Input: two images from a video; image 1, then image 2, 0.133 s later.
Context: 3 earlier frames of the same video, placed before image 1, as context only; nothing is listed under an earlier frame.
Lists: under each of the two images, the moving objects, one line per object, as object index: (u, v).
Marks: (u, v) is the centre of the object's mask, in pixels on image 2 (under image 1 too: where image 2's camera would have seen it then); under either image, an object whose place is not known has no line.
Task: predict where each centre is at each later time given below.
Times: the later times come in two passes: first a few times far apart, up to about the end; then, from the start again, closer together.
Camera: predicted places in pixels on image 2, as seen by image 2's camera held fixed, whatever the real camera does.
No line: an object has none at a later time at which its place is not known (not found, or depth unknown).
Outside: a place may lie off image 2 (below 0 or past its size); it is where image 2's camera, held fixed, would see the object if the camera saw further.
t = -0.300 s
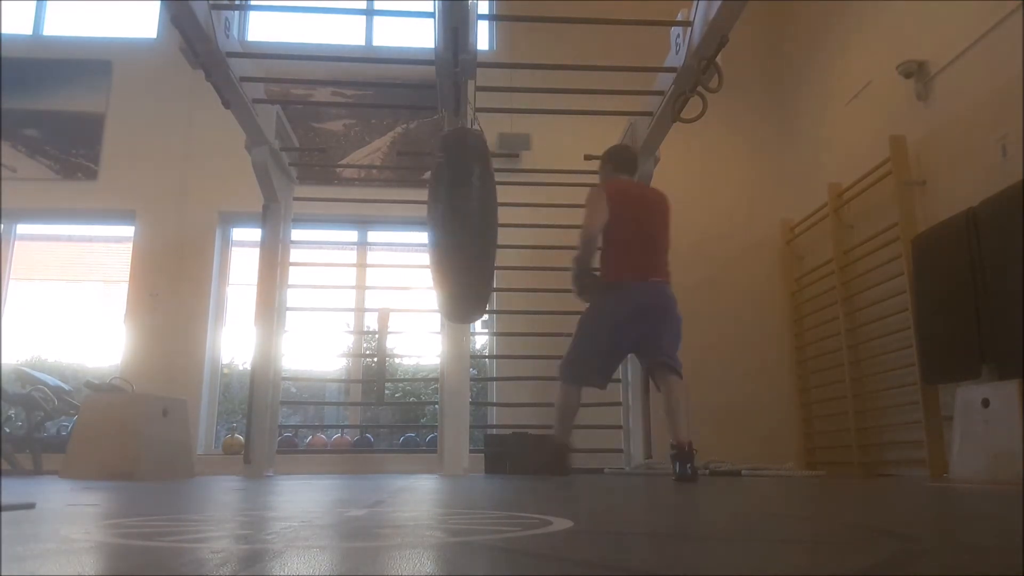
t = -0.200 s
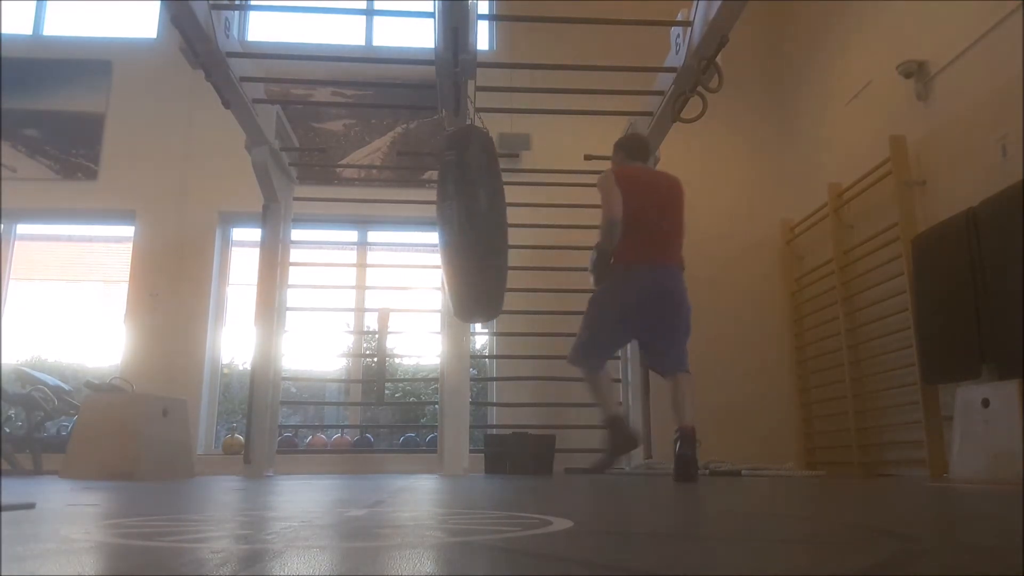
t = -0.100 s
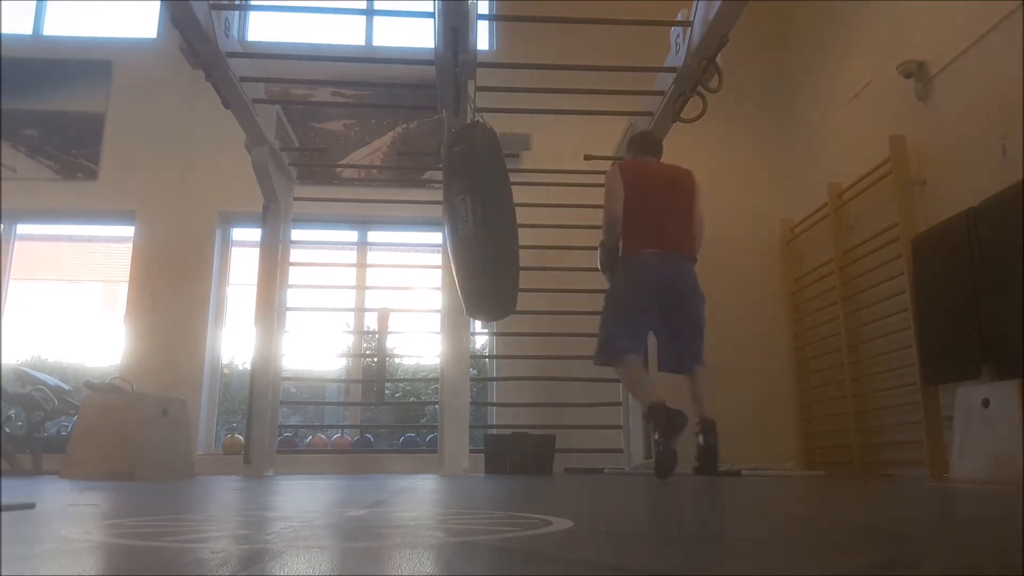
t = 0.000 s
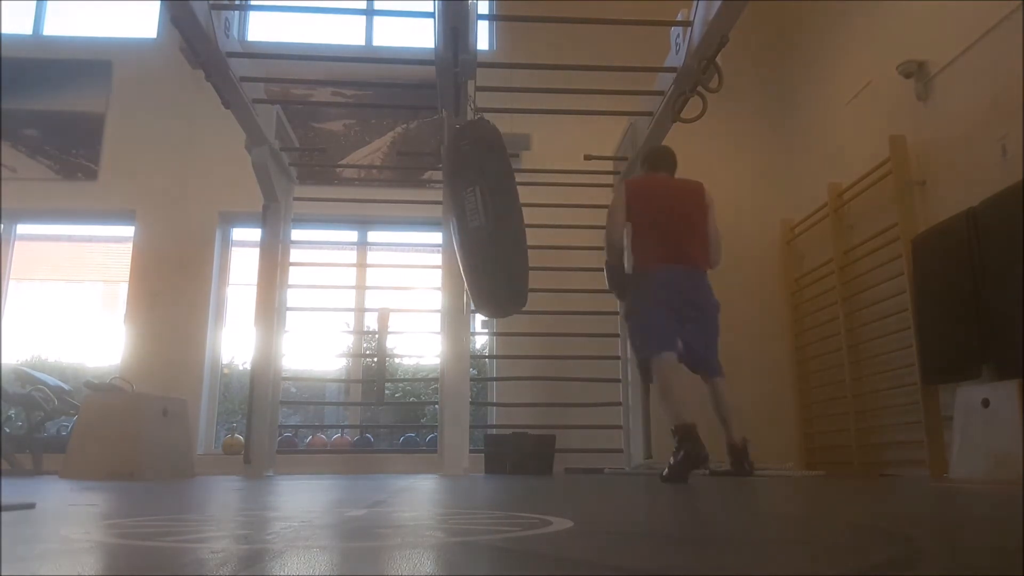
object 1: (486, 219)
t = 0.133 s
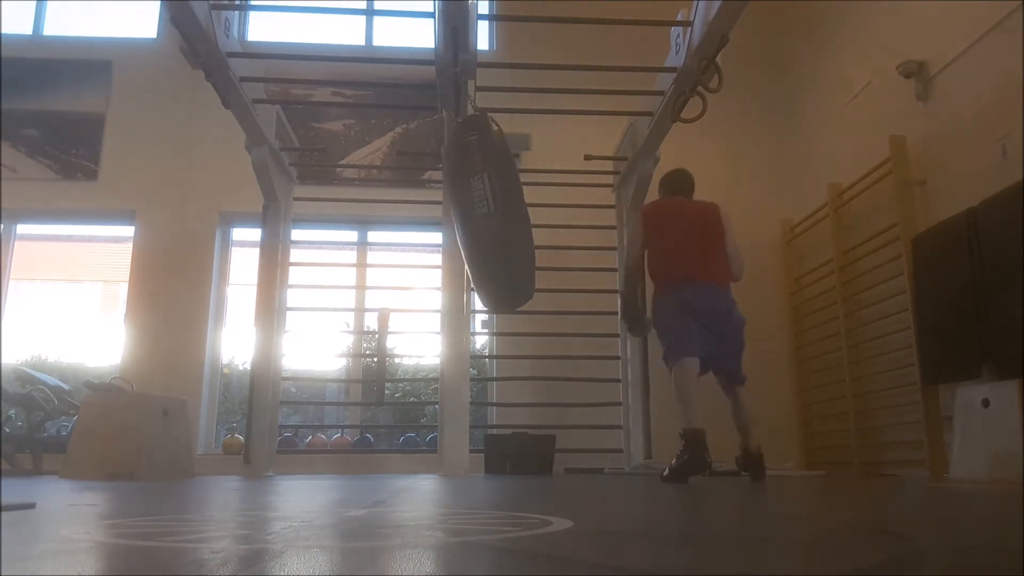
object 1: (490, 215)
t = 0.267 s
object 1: (488, 208)
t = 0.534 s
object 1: (467, 201)
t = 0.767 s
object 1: (441, 203)
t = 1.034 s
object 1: (423, 214)
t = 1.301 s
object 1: (426, 220)
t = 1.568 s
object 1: (445, 225)
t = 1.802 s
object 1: (467, 225)
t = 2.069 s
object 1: (483, 220)
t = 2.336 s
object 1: (483, 211)
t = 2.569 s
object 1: (466, 202)
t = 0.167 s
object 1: (490, 212)
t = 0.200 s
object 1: (490, 211)
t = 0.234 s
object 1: (489, 210)
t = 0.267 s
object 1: (488, 208)
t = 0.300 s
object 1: (488, 209)
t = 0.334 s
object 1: (486, 207)
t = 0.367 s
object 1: (483, 206)
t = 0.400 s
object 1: (480, 204)
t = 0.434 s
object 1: (477, 203)
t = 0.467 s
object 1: (474, 202)
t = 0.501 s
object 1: (471, 201)
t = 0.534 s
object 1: (467, 201)
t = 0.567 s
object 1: (464, 200)
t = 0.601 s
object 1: (460, 201)
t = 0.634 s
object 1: (456, 200)
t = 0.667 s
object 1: (452, 201)
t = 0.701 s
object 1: (448, 201)
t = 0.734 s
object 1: (445, 202)
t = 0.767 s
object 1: (441, 203)
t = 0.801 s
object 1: (438, 204)
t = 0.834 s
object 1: (435, 205)
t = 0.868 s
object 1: (432, 207)
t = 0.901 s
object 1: (429, 208)
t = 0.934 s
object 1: (427, 209)
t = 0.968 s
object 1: (425, 210)
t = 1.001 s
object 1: (424, 211)
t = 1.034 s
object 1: (423, 214)
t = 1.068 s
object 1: (422, 214)
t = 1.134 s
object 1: (422, 217)
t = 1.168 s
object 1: (422, 217)
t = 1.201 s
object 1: (422, 218)
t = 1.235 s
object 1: (423, 219)
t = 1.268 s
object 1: (424, 220)
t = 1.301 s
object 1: (426, 220)
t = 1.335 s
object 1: (428, 223)
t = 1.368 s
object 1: (430, 223)
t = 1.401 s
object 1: (432, 224)
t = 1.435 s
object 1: (434, 224)
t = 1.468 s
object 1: (437, 225)
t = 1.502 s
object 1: (439, 225)
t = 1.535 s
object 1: (442, 225)
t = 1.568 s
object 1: (445, 225)
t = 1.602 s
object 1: (448, 225)
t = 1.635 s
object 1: (452, 225)
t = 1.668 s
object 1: (455, 225)
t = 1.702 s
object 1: (458, 225)
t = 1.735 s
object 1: (461, 225)
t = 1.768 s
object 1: (464, 225)
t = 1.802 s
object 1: (467, 225)
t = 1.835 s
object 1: (469, 224)
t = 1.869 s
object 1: (472, 224)
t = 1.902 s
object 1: (474, 224)
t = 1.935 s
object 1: (477, 223)
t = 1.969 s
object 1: (479, 223)
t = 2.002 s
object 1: (481, 222)
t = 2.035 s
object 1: (482, 221)
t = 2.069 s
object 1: (483, 220)
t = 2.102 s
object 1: (484, 219)
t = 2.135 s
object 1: (485, 218)
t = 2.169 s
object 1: (486, 217)
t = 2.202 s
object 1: (486, 216)
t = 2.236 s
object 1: (486, 214)
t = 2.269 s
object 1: (485, 213)
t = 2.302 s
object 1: (485, 212)
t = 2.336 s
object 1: (483, 211)
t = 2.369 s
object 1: (482, 209)
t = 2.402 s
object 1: (480, 208)
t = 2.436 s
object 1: (478, 207)
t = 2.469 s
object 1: (476, 205)
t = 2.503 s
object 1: (473, 205)
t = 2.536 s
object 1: (470, 203)
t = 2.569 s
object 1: (466, 202)
